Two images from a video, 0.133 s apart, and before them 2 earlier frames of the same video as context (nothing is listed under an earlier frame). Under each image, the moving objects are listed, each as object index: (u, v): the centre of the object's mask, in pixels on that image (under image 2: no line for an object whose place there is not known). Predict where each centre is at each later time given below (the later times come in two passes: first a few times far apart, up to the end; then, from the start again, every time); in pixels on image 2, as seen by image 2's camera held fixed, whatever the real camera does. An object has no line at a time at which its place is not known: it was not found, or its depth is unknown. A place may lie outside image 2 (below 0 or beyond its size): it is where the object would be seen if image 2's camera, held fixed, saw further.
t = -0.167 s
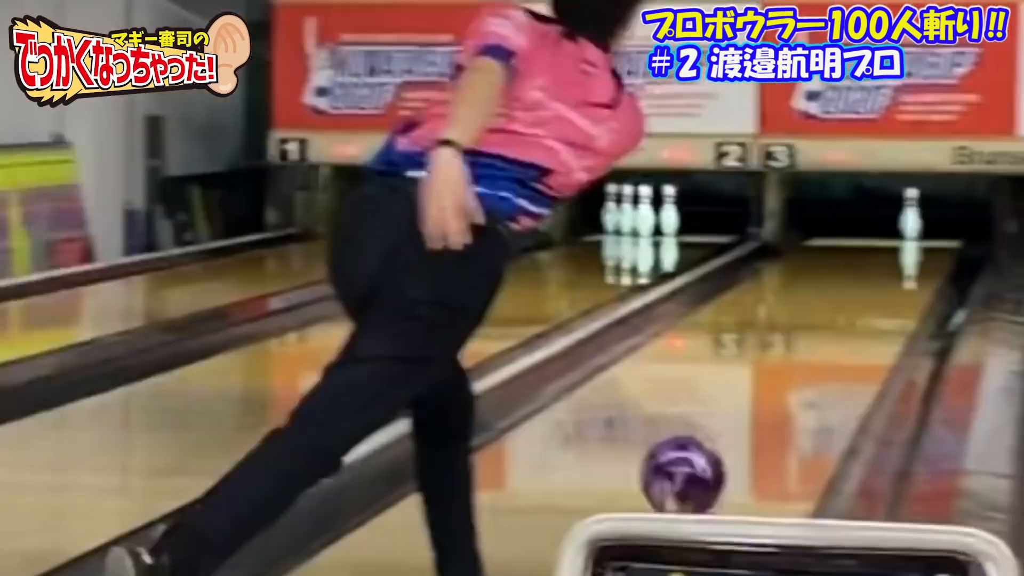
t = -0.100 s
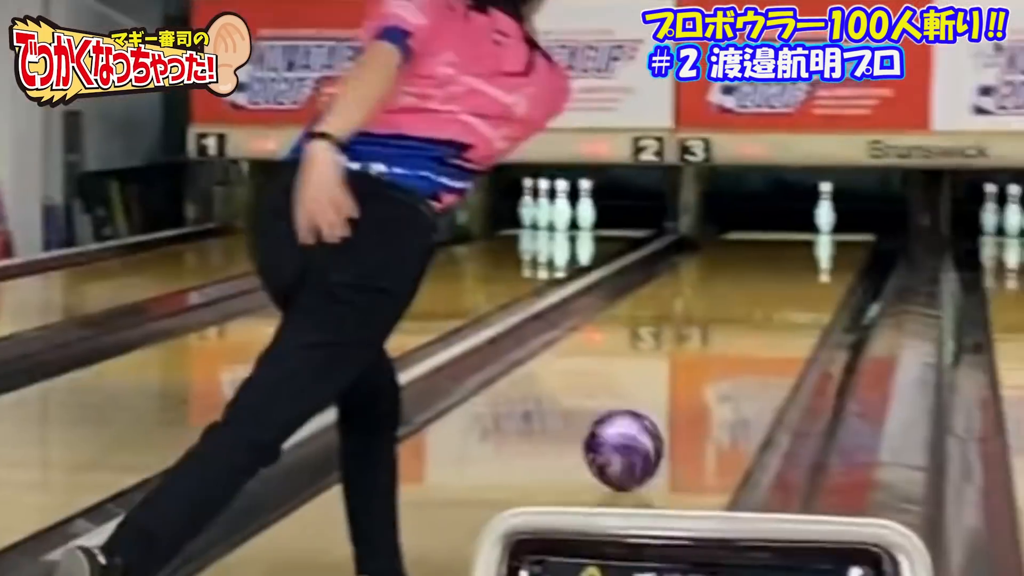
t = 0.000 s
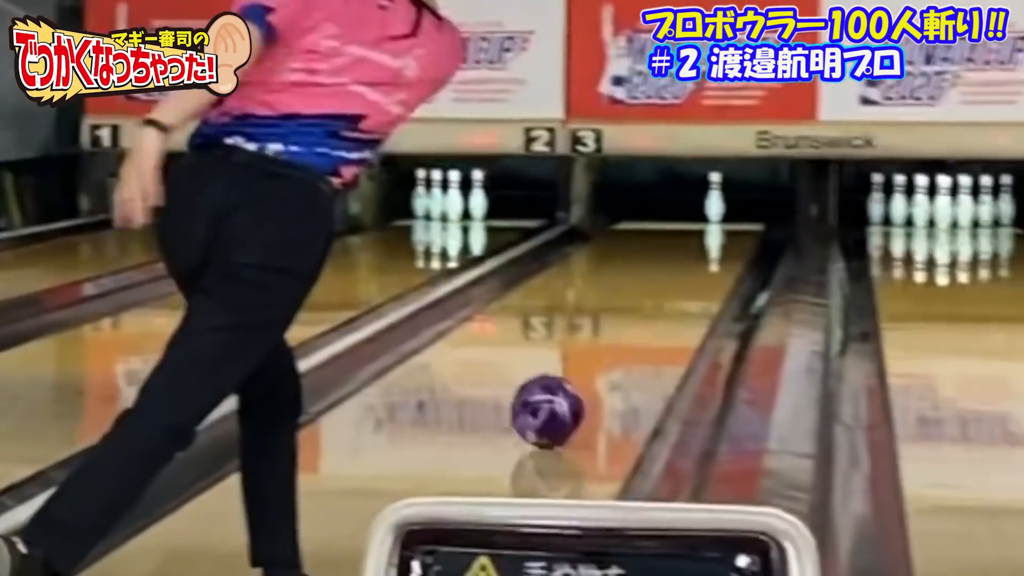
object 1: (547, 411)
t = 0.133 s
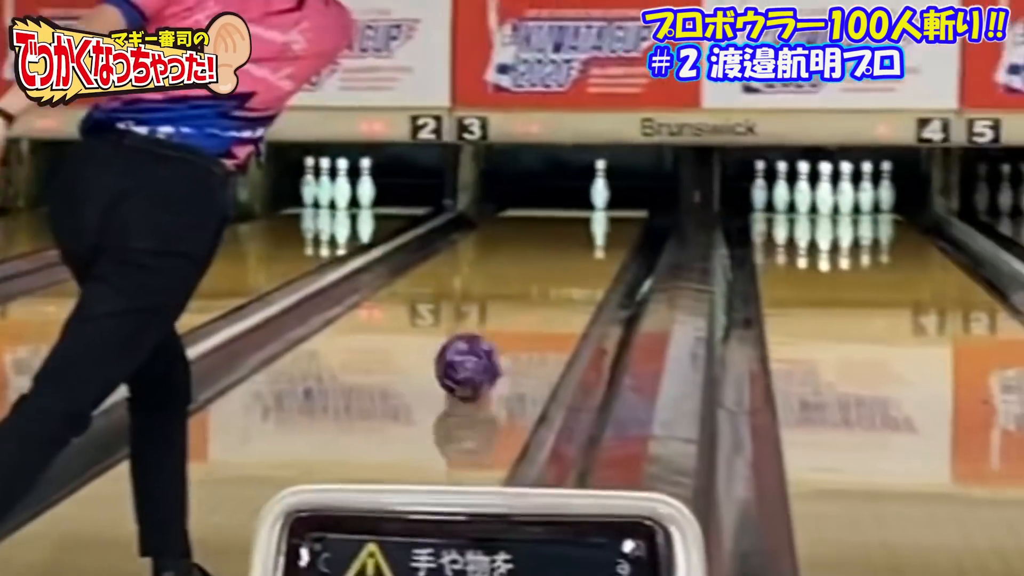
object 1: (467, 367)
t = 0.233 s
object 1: (488, 348)
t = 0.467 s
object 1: (526, 309)
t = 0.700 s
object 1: (554, 280)
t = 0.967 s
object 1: (577, 255)
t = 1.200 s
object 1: (591, 238)
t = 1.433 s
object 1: (600, 226)
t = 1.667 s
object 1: (603, 214)
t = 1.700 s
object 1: (602, 211)
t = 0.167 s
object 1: (475, 359)
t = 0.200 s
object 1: (482, 354)
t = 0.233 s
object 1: (488, 348)
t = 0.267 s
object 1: (494, 341)
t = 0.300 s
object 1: (499, 335)
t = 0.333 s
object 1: (506, 329)
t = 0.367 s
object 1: (512, 324)
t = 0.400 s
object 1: (516, 320)
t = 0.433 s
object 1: (521, 314)
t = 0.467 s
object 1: (526, 309)
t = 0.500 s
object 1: (531, 305)
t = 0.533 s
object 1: (535, 300)
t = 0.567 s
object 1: (539, 296)
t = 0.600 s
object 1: (543, 292)
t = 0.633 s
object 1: (548, 288)
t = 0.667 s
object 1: (551, 284)
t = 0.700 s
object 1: (554, 280)
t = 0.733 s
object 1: (558, 277)
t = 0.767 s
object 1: (561, 274)
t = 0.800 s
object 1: (564, 270)
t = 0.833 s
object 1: (568, 267)
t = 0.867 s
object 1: (570, 264)
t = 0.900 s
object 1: (573, 261)
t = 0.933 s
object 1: (574, 260)
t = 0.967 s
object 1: (577, 255)
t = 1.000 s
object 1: (580, 251)
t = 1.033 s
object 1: (582, 251)
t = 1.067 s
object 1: (584, 248)
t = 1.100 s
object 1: (587, 247)
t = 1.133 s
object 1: (589, 243)
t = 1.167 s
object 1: (590, 241)
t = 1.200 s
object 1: (591, 238)
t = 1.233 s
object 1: (593, 236)
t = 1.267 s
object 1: (594, 234)
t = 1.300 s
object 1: (597, 233)
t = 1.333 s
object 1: (598, 229)
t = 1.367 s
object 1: (599, 227)
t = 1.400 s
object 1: (599, 227)
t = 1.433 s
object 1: (600, 226)
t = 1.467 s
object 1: (602, 223)
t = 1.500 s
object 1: (602, 221)
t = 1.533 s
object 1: (602, 219)
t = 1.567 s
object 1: (602, 219)
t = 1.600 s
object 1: (602, 217)
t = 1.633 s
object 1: (603, 216)
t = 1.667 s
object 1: (603, 214)
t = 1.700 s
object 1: (602, 211)
